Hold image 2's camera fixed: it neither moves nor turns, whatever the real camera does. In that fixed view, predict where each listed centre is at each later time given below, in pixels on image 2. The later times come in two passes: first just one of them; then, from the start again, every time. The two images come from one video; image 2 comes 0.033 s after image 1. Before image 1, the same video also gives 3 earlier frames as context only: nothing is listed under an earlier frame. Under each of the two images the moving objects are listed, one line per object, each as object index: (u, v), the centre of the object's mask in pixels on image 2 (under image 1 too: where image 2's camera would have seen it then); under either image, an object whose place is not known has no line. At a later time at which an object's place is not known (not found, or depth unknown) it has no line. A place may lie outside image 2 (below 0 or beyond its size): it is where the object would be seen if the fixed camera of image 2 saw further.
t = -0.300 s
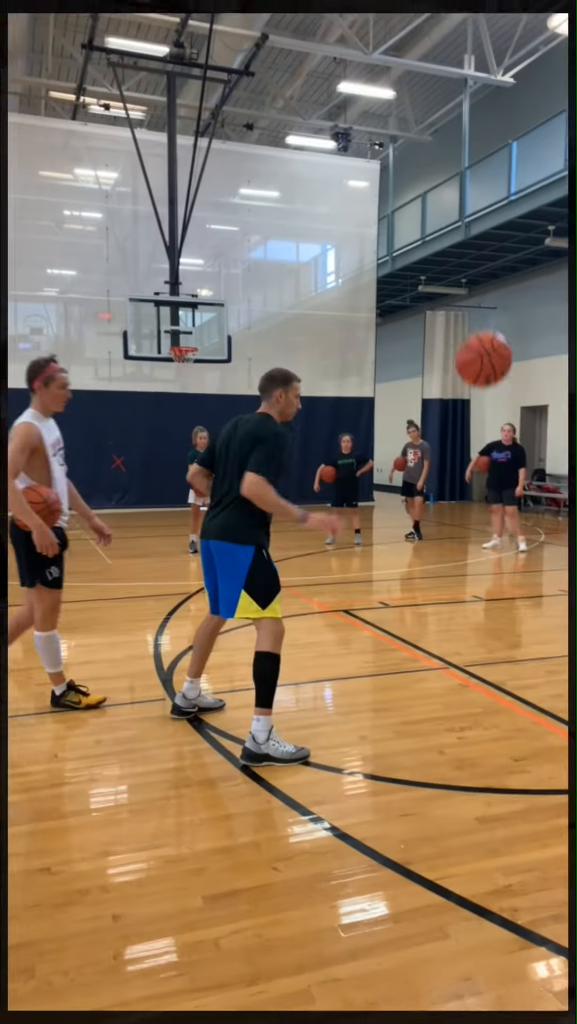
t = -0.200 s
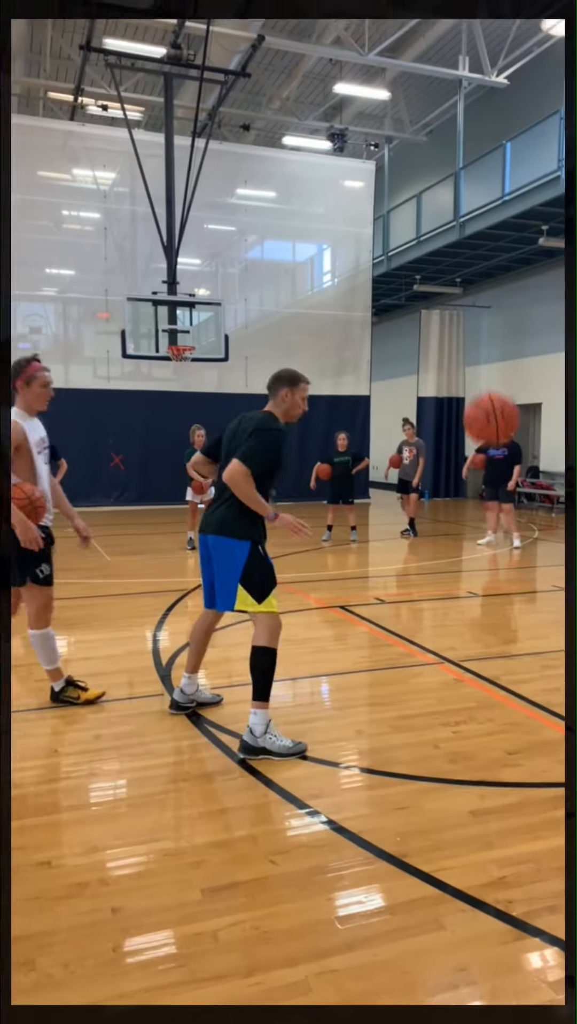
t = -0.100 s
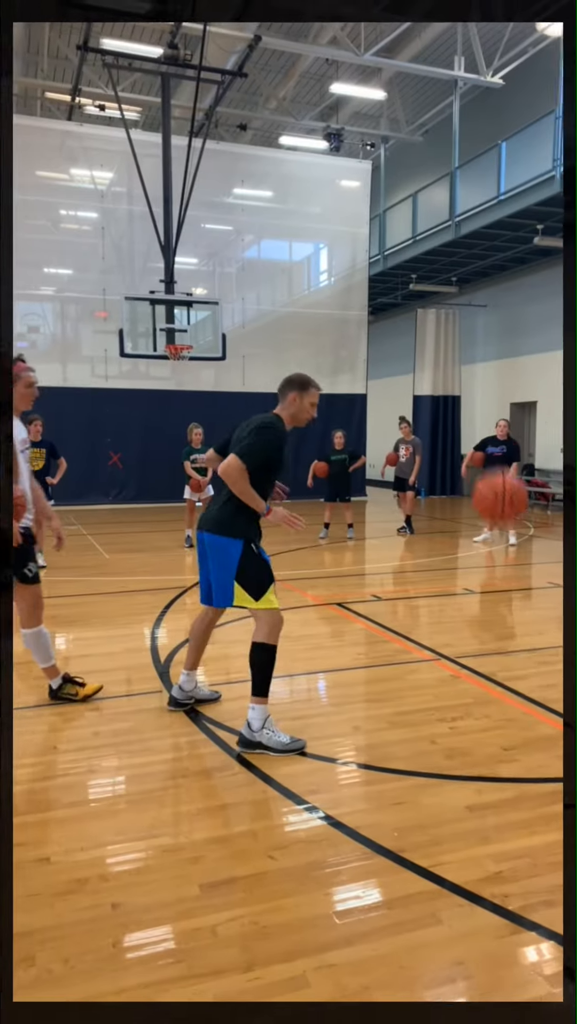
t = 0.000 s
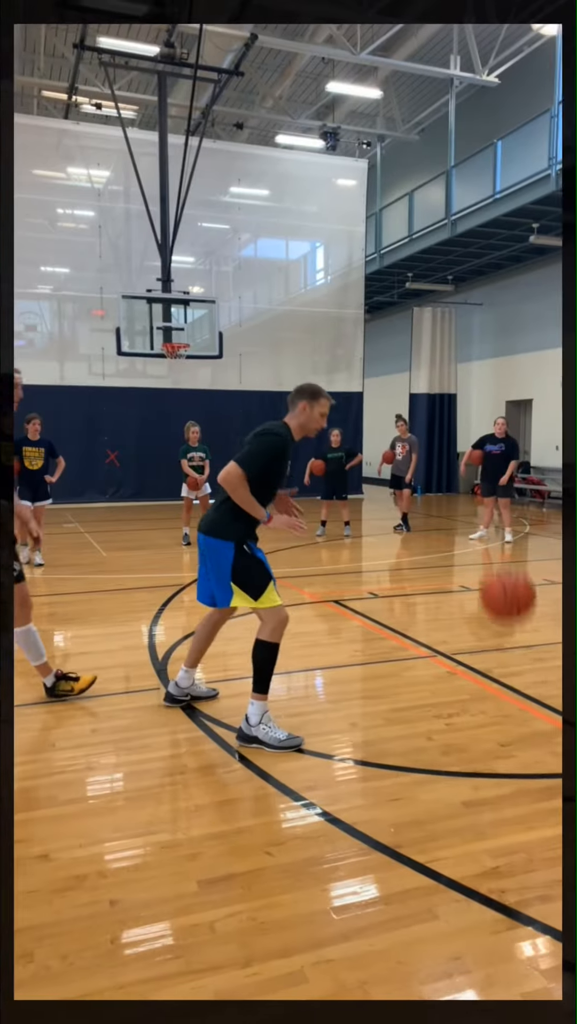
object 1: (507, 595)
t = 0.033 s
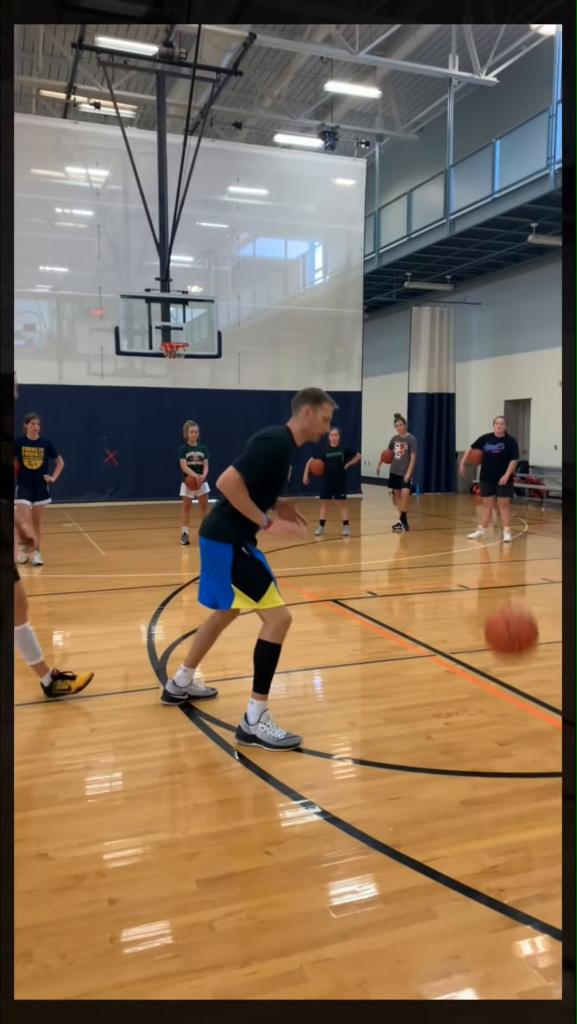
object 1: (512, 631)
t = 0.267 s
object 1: (545, 607)
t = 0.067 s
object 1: (515, 673)
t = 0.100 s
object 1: (519, 715)
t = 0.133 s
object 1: (523, 718)
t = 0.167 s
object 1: (529, 687)
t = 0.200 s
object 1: (535, 659)
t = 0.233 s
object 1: (540, 632)
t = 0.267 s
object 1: (545, 607)
